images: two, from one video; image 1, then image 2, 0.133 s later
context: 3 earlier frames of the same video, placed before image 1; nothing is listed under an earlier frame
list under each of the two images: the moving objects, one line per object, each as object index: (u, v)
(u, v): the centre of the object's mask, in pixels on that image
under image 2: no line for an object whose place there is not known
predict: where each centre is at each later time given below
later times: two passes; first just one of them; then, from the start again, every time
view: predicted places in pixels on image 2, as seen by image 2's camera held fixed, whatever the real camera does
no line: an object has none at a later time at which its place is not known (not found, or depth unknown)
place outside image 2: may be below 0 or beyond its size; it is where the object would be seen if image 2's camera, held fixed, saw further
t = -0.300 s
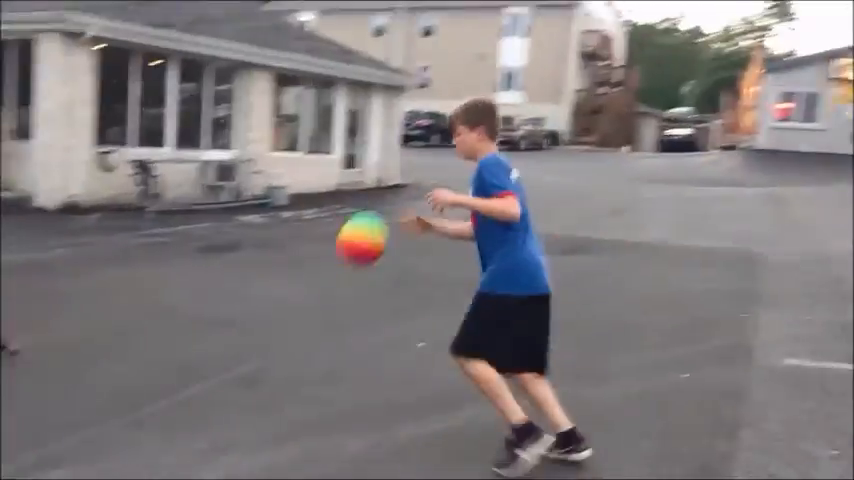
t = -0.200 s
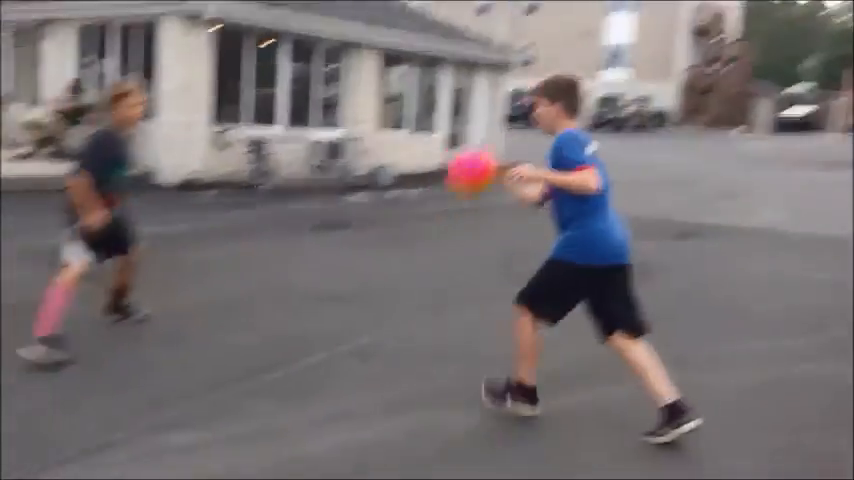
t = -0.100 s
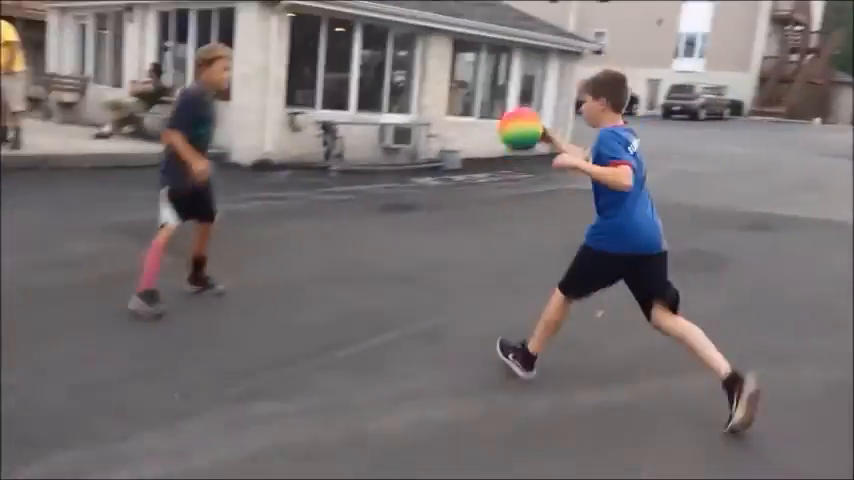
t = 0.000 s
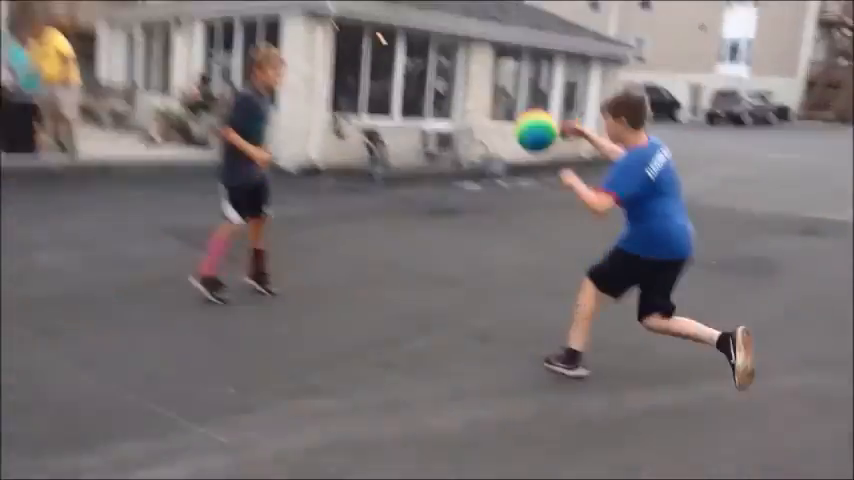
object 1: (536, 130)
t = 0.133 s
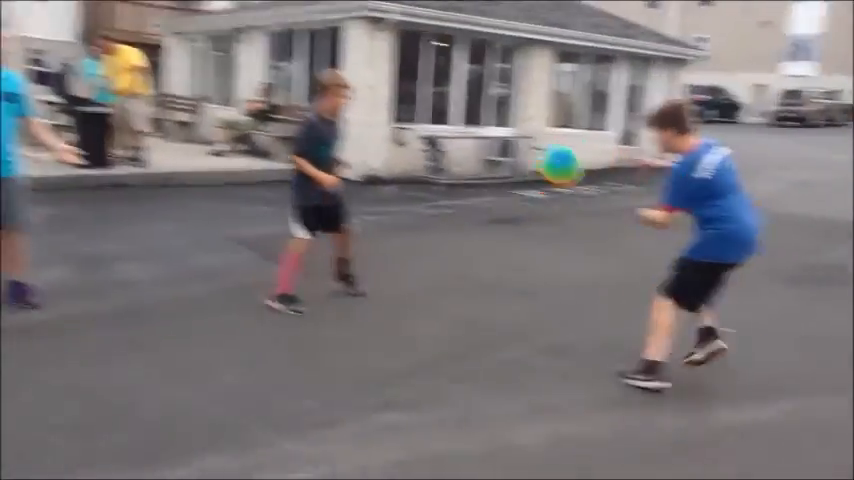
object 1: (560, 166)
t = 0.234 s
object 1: (532, 203)
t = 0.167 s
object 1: (551, 177)
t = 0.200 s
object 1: (541, 189)
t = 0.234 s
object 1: (532, 203)
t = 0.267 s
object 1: (521, 218)
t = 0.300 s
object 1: (510, 235)
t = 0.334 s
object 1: (499, 251)
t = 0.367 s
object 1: (487, 269)
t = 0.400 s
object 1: (476, 289)
